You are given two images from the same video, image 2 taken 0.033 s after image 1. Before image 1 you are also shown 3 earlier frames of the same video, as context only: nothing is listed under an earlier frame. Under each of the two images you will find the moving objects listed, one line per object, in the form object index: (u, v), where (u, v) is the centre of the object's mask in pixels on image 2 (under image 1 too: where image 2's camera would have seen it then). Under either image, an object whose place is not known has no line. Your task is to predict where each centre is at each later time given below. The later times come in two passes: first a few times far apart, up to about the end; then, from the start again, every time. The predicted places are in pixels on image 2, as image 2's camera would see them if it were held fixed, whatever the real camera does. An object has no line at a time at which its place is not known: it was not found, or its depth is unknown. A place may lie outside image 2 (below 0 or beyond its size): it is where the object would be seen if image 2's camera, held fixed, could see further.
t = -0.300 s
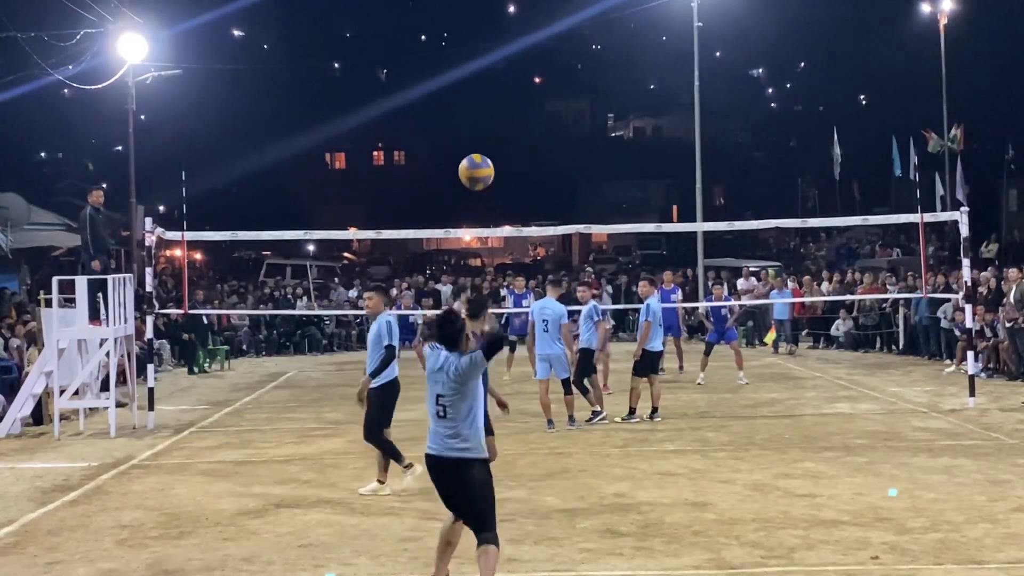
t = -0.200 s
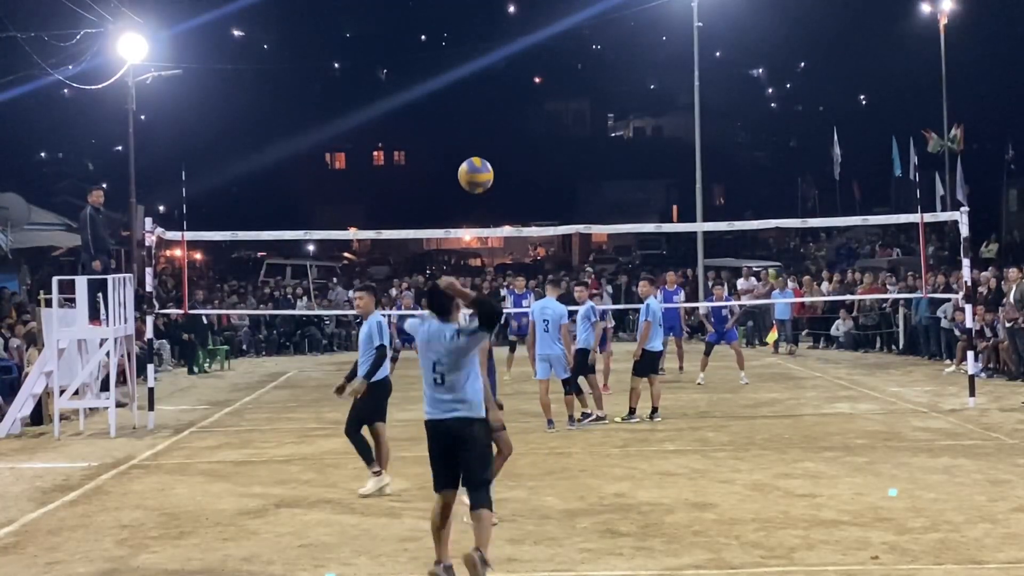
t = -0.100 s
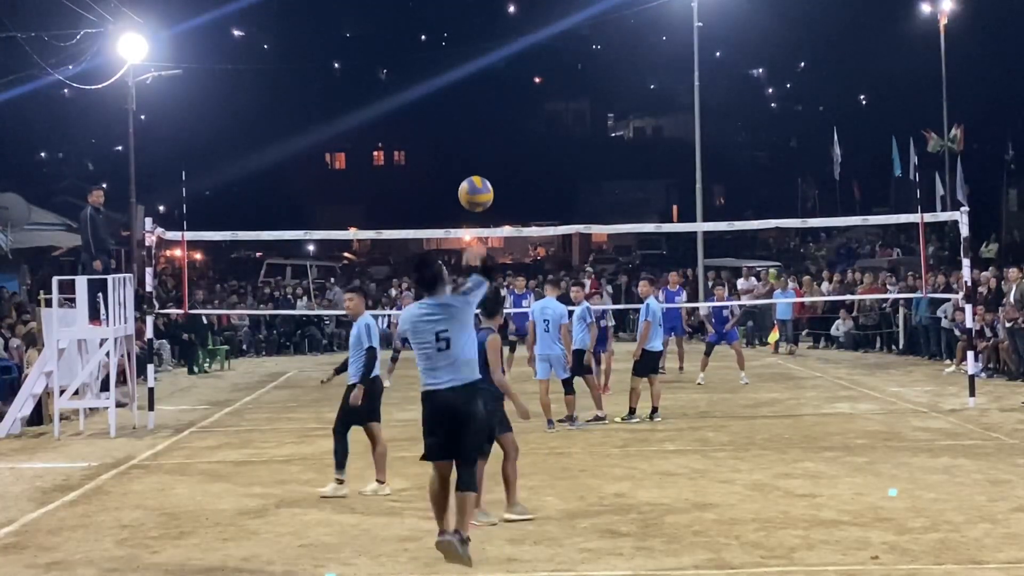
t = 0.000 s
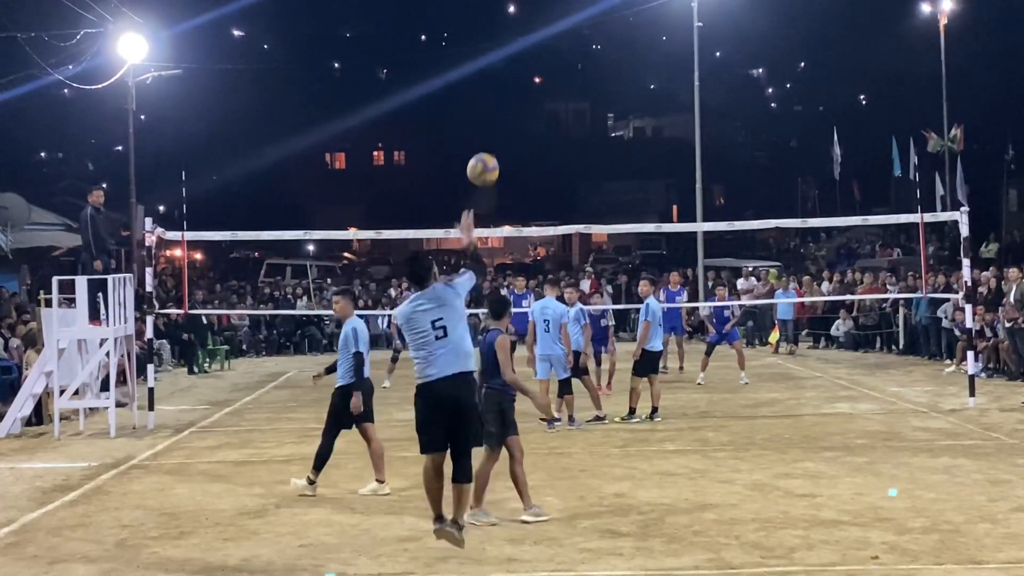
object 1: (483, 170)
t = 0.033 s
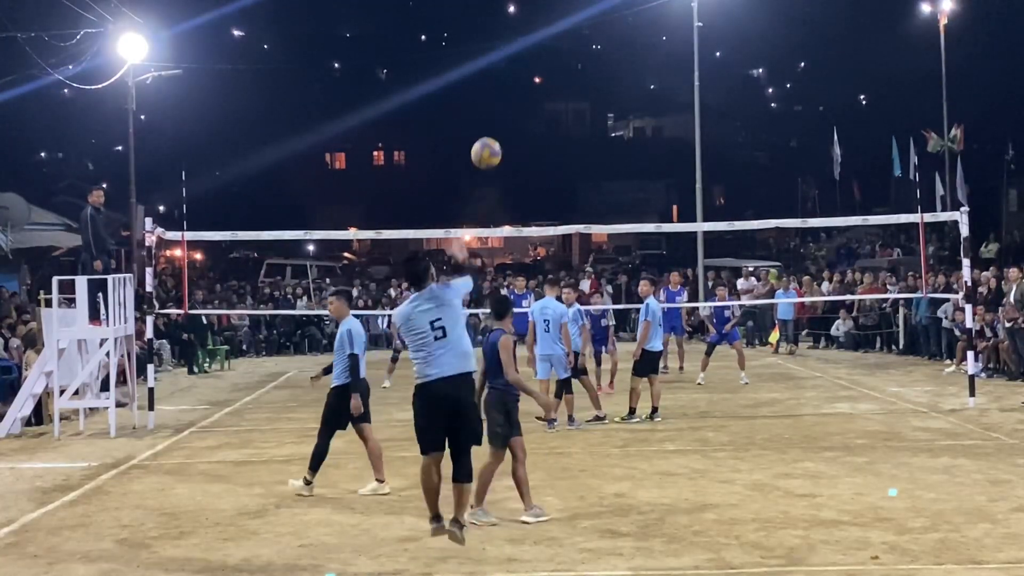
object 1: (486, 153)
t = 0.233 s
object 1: (498, 99)
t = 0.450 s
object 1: (499, 94)
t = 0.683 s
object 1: (505, 126)
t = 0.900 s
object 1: (511, 176)
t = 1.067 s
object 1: (515, 221)
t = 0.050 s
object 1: (488, 146)
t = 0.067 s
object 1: (489, 139)
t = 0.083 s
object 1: (490, 133)
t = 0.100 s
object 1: (492, 128)
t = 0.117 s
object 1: (493, 123)
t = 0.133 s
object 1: (494, 118)
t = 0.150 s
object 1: (495, 114)
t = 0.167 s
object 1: (496, 110)
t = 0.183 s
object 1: (497, 107)
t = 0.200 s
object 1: (497, 104)
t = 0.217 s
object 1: (498, 101)
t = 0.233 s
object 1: (498, 99)
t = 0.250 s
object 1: (499, 97)
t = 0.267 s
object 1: (499, 96)
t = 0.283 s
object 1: (499, 94)
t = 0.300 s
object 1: (499, 93)
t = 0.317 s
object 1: (499, 92)
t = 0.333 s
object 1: (499, 92)
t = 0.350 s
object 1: (499, 92)
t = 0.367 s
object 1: (500, 91)
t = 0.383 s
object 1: (500, 92)
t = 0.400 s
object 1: (499, 92)
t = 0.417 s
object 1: (499, 93)
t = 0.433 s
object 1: (499, 93)
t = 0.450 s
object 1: (499, 94)
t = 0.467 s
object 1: (500, 96)
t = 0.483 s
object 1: (500, 97)
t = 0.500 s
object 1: (500, 98)
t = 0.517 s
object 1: (500, 100)
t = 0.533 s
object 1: (501, 102)
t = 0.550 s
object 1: (501, 105)
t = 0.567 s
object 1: (502, 107)
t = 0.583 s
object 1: (502, 109)
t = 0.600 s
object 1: (503, 112)
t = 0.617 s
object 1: (503, 115)
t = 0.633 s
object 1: (504, 118)
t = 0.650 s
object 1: (504, 120)
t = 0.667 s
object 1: (505, 123)
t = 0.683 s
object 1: (505, 126)
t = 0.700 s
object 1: (506, 130)
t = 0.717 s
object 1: (506, 133)
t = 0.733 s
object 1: (507, 137)
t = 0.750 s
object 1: (507, 140)
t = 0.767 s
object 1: (508, 144)
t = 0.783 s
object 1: (508, 147)
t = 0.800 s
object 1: (509, 151)
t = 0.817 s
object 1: (509, 155)
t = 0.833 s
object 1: (509, 159)
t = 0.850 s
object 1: (510, 163)
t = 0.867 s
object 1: (510, 167)
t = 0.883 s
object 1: (511, 171)
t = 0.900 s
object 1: (511, 176)
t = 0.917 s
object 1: (511, 180)
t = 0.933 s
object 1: (512, 184)
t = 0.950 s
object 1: (512, 189)
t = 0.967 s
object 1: (512, 193)
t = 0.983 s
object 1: (513, 198)
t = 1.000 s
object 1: (513, 202)
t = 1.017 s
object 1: (514, 207)
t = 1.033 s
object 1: (514, 212)
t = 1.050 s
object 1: (514, 216)
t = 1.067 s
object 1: (515, 221)
